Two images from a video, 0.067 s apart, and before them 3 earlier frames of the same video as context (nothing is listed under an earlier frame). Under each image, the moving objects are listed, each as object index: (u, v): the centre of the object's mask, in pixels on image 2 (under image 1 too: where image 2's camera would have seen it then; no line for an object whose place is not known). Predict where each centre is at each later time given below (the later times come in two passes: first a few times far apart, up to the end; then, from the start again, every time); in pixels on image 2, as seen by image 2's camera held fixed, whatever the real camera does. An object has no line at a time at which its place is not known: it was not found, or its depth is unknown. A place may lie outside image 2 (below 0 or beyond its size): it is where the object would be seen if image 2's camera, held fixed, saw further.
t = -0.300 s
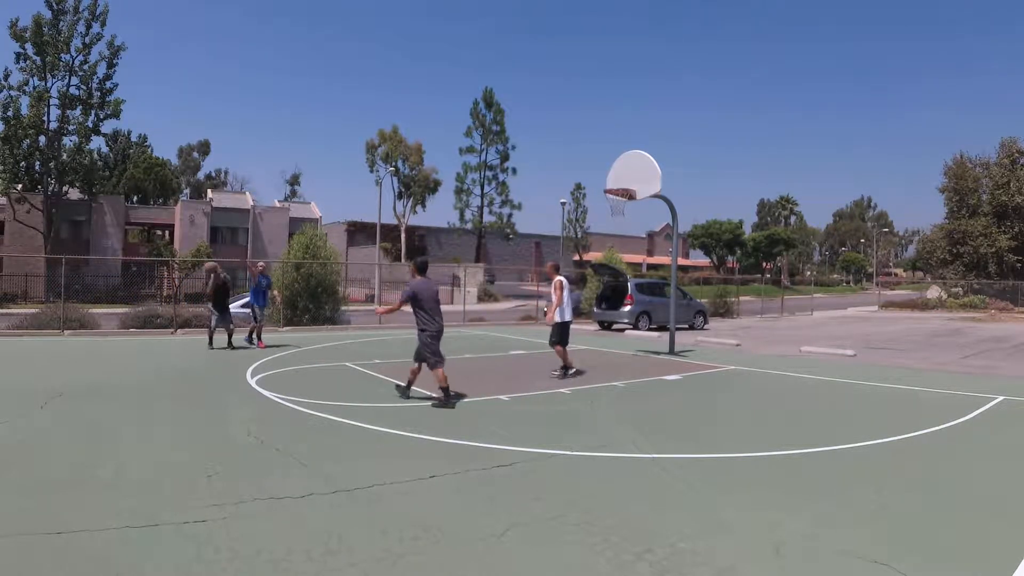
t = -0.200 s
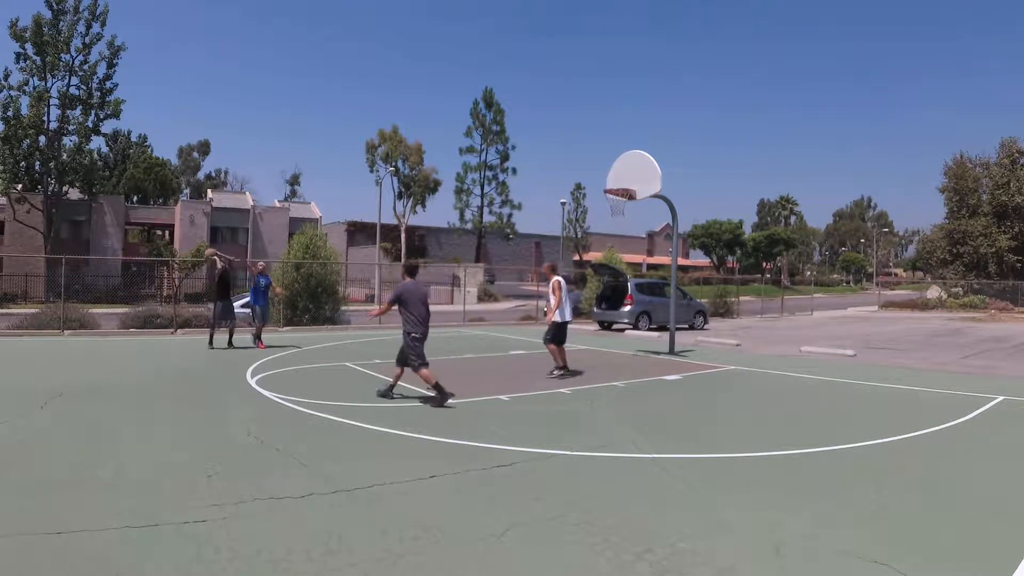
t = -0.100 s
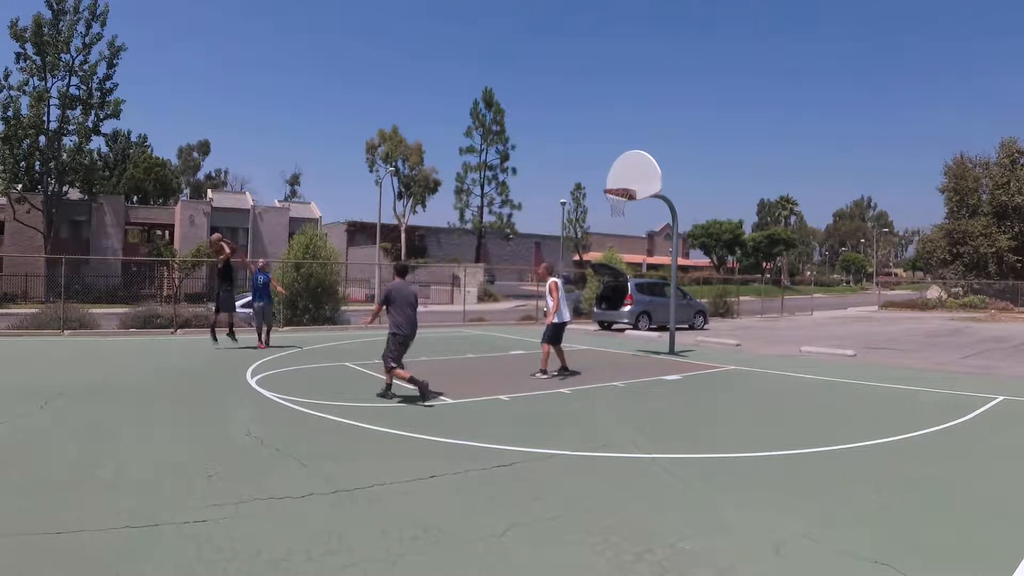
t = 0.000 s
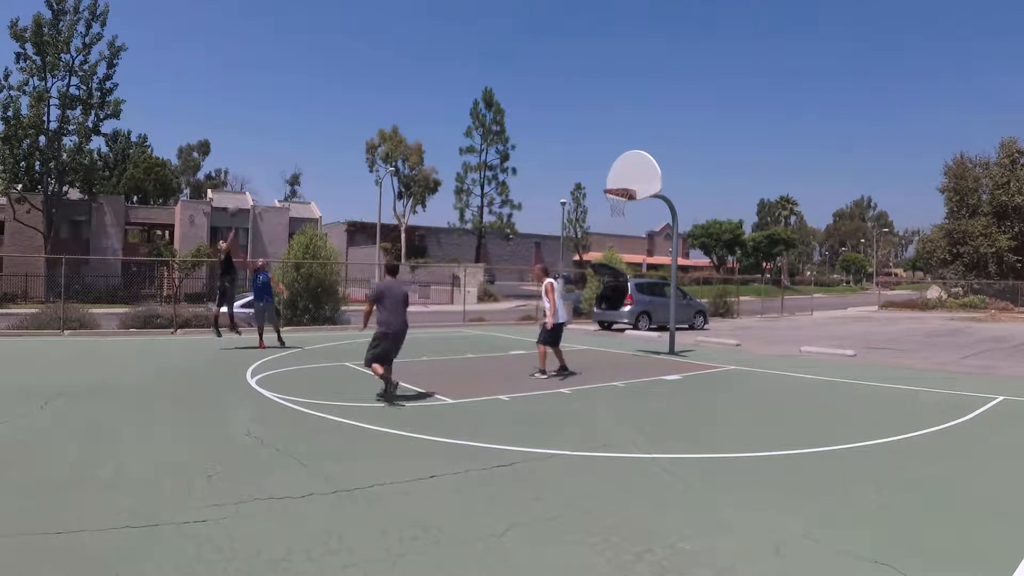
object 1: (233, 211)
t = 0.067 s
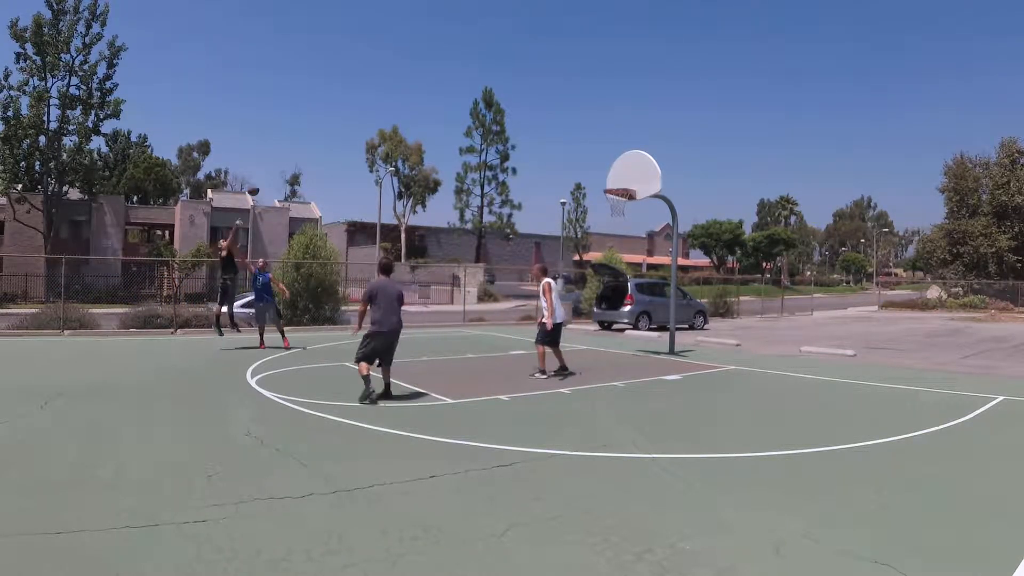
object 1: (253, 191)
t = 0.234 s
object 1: (298, 146)
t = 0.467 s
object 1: (363, 108)
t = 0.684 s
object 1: (424, 99)
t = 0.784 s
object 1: (452, 103)
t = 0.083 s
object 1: (257, 185)
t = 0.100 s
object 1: (262, 180)
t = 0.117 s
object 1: (266, 176)
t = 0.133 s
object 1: (271, 170)
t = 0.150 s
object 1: (275, 166)
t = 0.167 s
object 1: (280, 162)
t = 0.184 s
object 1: (284, 158)
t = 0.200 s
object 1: (289, 154)
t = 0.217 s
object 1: (294, 150)
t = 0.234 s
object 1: (298, 146)
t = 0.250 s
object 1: (303, 143)
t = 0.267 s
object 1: (307, 140)
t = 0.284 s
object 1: (312, 135)
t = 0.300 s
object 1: (317, 132)
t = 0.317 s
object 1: (321, 129)
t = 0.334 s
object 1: (326, 126)
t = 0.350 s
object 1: (331, 124)
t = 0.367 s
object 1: (335, 121)
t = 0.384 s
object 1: (340, 119)
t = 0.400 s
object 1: (345, 116)
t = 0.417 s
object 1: (350, 114)
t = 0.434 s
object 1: (354, 112)
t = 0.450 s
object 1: (359, 110)
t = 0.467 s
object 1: (363, 108)
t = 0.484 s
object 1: (368, 107)
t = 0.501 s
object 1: (373, 107)
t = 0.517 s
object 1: (377, 105)
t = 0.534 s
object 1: (382, 103)
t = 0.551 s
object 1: (387, 102)
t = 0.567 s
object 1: (391, 101)
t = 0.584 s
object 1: (396, 100)
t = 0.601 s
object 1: (401, 100)
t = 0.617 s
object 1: (405, 99)
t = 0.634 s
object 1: (410, 99)
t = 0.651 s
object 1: (415, 99)
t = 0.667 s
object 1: (419, 98)
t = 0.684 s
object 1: (424, 99)
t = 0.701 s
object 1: (429, 99)
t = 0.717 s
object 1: (433, 100)
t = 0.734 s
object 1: (438, 100)
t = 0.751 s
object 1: (443, 101)
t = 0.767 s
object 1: (448, 102)
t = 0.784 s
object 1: (452, 103)
